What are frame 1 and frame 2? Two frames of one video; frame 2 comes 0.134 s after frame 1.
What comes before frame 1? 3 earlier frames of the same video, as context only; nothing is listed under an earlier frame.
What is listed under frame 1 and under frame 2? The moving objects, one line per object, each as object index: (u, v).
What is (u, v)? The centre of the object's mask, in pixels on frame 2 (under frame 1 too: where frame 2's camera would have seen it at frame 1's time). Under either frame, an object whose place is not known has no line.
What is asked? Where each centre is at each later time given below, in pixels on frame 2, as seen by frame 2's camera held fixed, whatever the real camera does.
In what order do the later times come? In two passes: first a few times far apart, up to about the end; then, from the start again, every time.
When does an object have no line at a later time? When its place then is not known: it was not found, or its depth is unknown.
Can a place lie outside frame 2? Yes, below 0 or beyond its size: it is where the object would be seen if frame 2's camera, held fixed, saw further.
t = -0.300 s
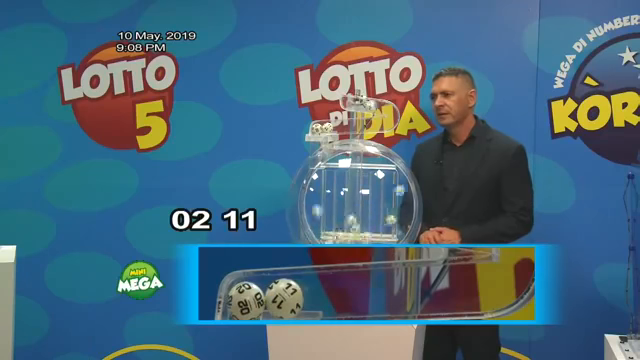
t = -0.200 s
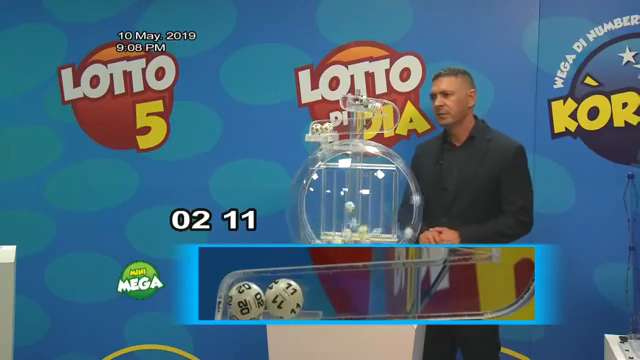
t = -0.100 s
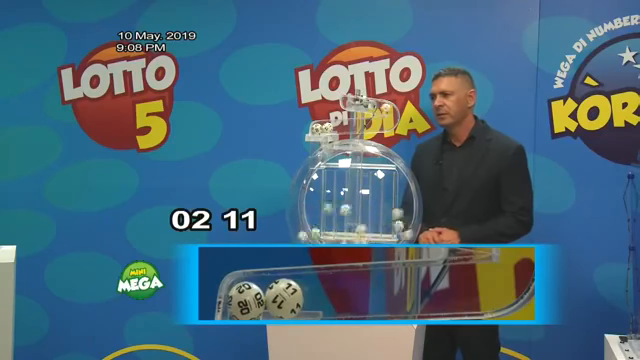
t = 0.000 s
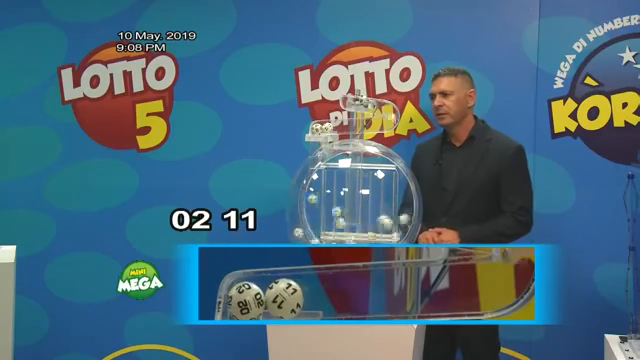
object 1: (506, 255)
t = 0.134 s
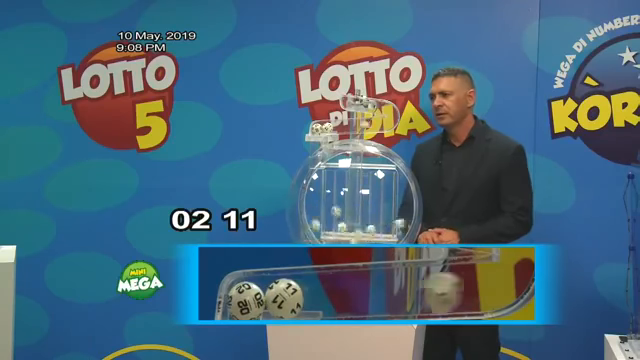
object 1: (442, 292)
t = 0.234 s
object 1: (373, 295)
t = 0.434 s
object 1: (351, 296)
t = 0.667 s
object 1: (380, 295)
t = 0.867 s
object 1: (391, 294)
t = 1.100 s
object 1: (389, 295)
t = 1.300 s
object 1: (377, 295)
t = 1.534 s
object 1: (353, 296)
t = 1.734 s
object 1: (327, 296)
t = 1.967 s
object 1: (325, 296)
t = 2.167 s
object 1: (322, 297)
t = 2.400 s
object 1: (322, 297)
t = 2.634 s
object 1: (322, 297)
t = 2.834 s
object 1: (329, 297)
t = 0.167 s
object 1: (416, 292)
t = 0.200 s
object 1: (394, 293)
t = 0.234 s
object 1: (373, 295)
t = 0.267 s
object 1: (354, 295)
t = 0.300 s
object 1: (337, 297)
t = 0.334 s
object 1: (323, 297)
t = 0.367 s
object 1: (333, 297)
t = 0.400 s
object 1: (343, 296)
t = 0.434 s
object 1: (351, 296)
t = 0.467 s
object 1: (358, 296)
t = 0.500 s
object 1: (362, 296)
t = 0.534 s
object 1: (367, 296)
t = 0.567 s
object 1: (370, 295)
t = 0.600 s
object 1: (374, 295)
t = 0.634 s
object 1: (377, 295)
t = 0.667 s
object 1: (380, 295)
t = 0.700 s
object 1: (382, 295)
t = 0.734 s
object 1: (385, 294)
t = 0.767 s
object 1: (387, 295)
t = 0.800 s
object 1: (388, 295)
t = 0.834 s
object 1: (390, 295)
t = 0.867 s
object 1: (391, 294)
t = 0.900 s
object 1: (391, 294)
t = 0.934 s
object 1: (391, 295)
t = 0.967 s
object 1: (391, 295)
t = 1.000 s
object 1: (391, 295)
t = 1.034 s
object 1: (390, 294)
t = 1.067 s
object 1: (390, 295)
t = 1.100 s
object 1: (389, 295)
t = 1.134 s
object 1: (387, 295)
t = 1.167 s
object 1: (386, 295)
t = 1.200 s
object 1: (384, 295)
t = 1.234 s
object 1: (382, 295)
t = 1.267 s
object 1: (380, 295)
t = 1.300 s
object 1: (377, 295)
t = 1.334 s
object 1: (375, 295)
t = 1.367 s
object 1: (371, 295)
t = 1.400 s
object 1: (368, 296)
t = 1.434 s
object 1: (364, 296)
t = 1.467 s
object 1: (361, 295)
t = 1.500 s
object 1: (357, 296)
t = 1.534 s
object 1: (353, 296)
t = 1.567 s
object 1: (349, 296)
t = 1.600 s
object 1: (345, 296)
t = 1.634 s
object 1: (341, 296)
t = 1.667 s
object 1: (336, 296)
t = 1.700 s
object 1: (332, 297)
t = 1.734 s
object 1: (327, 296)
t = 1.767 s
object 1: (323, 296)
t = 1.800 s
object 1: (324, 296)
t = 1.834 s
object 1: (325, 297)
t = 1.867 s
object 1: (325, 296)
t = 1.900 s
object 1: (325, 296)
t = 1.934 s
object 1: (325, 296)
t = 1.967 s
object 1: (325, 296)
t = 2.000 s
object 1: (325, 296)
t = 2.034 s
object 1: (325, 296)
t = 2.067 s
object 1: (324, 296)
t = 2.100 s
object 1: (324, 297)
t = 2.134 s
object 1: (323, 297)
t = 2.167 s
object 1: (322, 297)
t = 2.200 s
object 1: (322, 297)
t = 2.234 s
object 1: (322, 297)
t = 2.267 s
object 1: (322, 297)
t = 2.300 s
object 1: (322, 297)
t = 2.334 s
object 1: (322, 297)
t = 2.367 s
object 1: (322, 297)
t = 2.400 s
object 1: (322, 297)
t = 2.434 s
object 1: (322, 297)
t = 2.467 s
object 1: (322, 297)
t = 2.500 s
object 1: (322, 297)
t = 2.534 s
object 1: (322, 297)
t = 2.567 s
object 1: (322, 297)
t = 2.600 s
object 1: (322, 297)
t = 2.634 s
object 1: (322, 297)
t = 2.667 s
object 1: (322, 297)
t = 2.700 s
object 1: (322, 297)
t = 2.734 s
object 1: (324, 297)
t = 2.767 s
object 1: (326, 297)
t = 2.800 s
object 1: (328, 297)
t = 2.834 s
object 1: (329, 297)
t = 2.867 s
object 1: (330, 297)
